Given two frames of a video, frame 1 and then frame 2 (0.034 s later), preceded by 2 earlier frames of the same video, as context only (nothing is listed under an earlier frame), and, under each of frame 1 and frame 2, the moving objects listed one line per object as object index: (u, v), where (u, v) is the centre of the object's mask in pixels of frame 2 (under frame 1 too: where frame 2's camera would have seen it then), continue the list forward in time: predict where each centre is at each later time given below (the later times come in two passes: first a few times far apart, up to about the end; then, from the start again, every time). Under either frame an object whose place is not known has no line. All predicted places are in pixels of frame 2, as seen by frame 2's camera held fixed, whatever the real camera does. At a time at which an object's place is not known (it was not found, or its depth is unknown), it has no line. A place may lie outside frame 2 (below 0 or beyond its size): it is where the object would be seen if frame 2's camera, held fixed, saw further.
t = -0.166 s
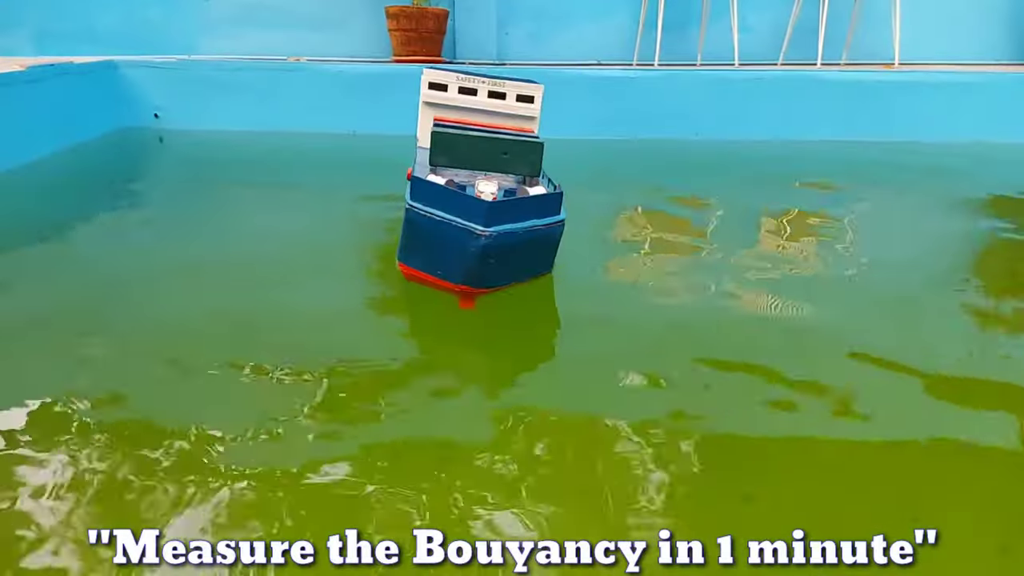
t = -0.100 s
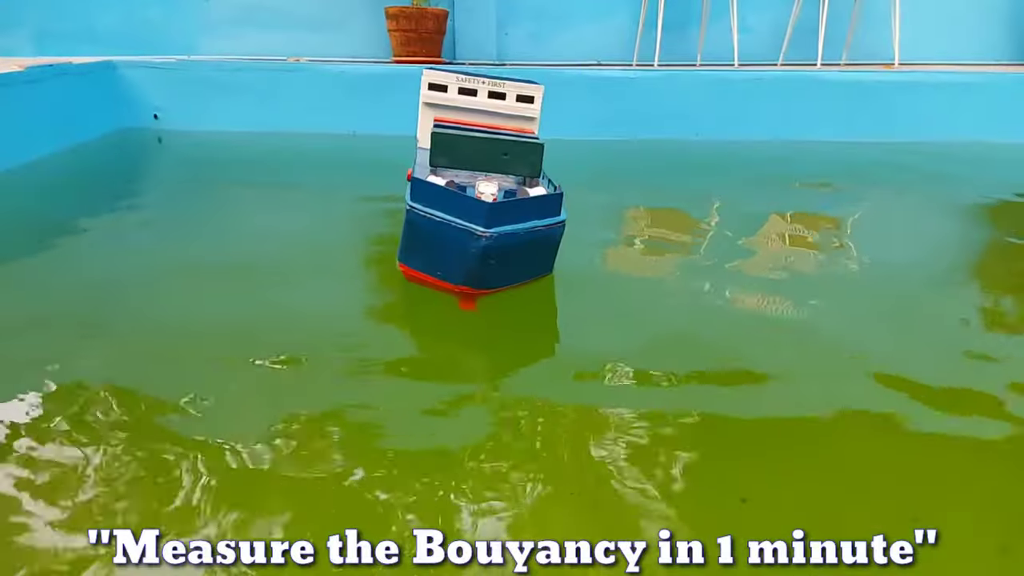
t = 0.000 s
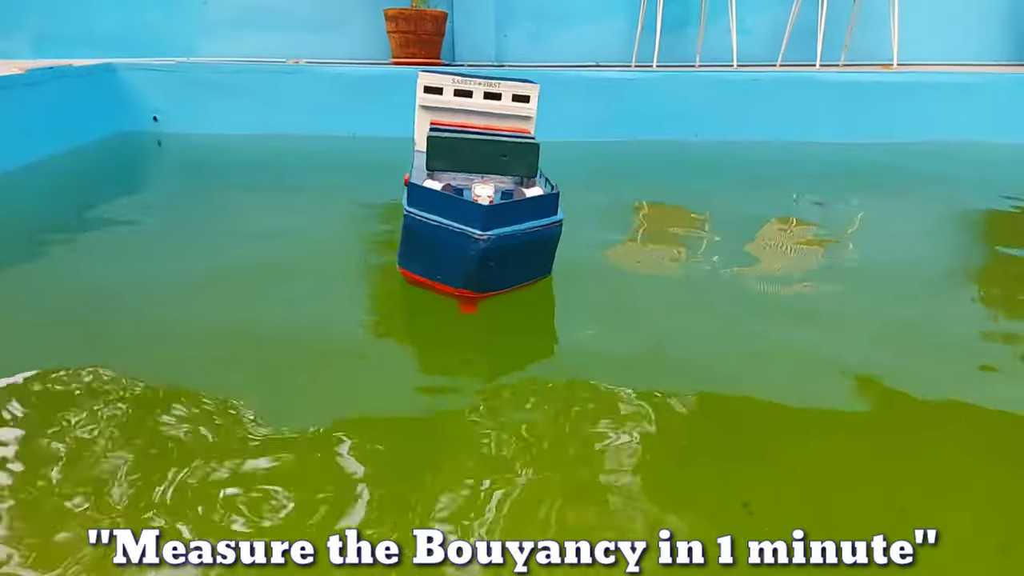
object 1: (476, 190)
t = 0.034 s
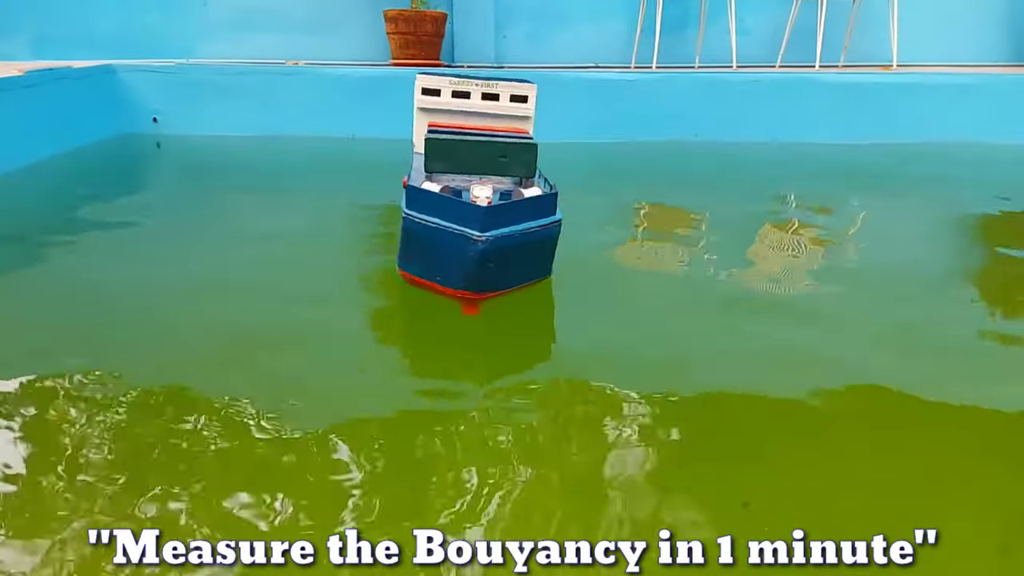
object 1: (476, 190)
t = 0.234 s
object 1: (472, 189)
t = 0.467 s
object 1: (469, 190)
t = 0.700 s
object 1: (475, 190)
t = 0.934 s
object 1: (482, 192)
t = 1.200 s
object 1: (481, 191)
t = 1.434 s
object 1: (472, 191)
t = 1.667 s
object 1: (471, 188)
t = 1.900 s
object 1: (480, 186)
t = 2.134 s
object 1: (488, 186)
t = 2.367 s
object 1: (485, 186)
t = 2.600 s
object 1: (477, 185)
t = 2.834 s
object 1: (477, 185)
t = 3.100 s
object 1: (487, 183)
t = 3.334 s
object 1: (489, 184)
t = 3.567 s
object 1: (484, 182)
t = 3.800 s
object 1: (478, 181)
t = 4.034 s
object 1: (481, 179)
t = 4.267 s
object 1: (490, 179)
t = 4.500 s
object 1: (494, 180)
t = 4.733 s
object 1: (487, 177)
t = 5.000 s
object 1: (479, 176)
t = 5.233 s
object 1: (484, 175)
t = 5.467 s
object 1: (492, 176)
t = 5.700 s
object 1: (491, 175)
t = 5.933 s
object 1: (482, 175)
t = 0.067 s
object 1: (475, 190)
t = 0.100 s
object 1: (474, 189)
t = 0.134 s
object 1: (473, 189)
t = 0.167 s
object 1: (473, 189)
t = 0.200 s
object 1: (473, 189)
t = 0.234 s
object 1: (472, 189)
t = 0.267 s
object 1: (471, 189)
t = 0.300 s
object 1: (470, 189)
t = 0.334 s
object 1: (470, 189)
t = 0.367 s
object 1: (470, 189)
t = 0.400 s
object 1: (471, 189)
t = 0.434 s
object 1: (471, 189)
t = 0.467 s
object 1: (469, 190)
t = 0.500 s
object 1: (469, 191)
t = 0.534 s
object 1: (470, 191)
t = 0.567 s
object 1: (471, 191)
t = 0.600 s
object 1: (471, 191)
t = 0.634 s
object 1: (472, 190)
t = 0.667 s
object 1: (474, 190)
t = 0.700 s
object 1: (475, 190)
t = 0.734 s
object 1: (476, 190)
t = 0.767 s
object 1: (477, 190)
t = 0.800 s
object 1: (479, 190)
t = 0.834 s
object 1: (480, 191)
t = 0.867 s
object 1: (481, 191)
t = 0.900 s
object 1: (482, 191)
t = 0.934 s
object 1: (482, 192)
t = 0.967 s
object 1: (482, 192)
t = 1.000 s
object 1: (483, 192)
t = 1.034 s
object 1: (483, 193)
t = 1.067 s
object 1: (484, 192)
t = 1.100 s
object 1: (483, 192)
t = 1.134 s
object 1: (483, 192)
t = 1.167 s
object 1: (482, 192)
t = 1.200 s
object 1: (481, 191)
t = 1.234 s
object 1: (479, 191)
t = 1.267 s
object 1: (478, 191)
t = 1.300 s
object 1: (477, 190)
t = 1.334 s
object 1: (476, 191)
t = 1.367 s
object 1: (475, 191)
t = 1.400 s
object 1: (473, 191)
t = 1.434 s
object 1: (472, 191)
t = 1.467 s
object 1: (472, 191)
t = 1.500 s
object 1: (471, 191)
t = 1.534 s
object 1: (470, 191)
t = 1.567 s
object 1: (470, 190)
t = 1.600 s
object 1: (470, 190)
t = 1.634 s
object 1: (471, 189)
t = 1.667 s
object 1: (471, 188)
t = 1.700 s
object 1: (472, 188)
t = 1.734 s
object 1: (473, 188)
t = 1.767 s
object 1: (474, 187)
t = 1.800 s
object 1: (476, 187)
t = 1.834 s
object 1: (477, 187)
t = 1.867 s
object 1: (479, 186)
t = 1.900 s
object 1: (480, 186)
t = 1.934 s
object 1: (481, 186)
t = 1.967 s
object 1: (482, 186)
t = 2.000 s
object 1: (484, 187)
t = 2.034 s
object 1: (485, 187)
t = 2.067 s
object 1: (486, 186)
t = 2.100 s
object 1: (487, 186)
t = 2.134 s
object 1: (488, 186)
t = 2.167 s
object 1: (488, 186)
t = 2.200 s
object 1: (488, 186)
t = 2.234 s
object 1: (488, 186)
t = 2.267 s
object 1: (488, 186)
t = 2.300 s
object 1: (486, 186)
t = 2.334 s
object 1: (485, 186)
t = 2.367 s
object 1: (485, 186)
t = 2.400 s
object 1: (483, 185)
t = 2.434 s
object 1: (481, 186)
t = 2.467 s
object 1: (480, 185)
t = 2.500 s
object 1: (479, 185)
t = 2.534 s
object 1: (478, 185)
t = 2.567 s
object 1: (477, 185)
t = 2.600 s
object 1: (477, 185)
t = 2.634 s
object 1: (477, 185)
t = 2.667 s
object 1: (476, 185)
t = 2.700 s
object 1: (476, 185)
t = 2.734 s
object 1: (476, 185)
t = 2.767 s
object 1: (476, 185)
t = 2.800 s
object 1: (476, 185)
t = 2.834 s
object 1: (477, 185)
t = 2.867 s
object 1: (479, 184)
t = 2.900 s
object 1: (479, 184)
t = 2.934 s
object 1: (479, 184)
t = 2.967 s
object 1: (481, 184)
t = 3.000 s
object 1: (482, 184)
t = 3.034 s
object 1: (484, 184)
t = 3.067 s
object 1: (485, 184)
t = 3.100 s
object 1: (487, 183)
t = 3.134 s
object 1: (488, 184)
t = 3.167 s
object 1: (489, 184)
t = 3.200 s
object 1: (489, 184)
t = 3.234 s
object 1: (489, 184)
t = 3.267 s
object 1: (489, 184)
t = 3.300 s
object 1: (489, 185)
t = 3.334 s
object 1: (489, 184)
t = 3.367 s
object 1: (489, 185)
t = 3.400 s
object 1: (488, 184)
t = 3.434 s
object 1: (487, 184)
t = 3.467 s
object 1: (487, 184)
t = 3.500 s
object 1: (486, 183)
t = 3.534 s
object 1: (485, 182)
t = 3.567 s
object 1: (484, 182)
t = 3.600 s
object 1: (483, 182)
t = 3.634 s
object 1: (482, 182)
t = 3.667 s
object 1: (481, 182)
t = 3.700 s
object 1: (480, 182)
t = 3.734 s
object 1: (479, 182)
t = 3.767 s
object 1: (479, 181)
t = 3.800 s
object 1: (478, 181)
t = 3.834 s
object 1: (477, 181)
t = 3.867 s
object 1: (478, 180)
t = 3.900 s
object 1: (478, 180)
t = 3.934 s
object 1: (478, 180)
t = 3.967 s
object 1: (478, 180)
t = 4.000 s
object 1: (480, 179)
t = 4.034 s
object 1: (481, 179)
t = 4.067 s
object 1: (482, 178)
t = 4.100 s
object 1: (483, 178)
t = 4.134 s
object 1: (485, 178)
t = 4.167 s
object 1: (487, 178)
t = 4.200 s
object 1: (487, 178)
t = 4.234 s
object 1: (488, 179)
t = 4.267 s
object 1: (490, 179)
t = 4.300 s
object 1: (491, 179)
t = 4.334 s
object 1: (491, 179)
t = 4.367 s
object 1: (493, 179)
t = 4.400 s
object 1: (493, 180)
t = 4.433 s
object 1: (493, 180)
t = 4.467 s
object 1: (493, 180)
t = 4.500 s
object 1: (494, 180)
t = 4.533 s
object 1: (493, 179)
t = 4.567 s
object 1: (492, 179)
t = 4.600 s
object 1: (492, 179)
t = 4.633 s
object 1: (491, 178)
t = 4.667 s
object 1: (490, 178)
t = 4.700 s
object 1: (488, 177)
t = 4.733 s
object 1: (487, 177)
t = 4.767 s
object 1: (486, 177)
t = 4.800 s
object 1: (485, 177)
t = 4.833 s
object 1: (483, 176)
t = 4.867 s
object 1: (482, 176)
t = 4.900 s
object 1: (482, 176)
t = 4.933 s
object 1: (480, 176)
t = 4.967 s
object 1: (479, 176)
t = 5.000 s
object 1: (479, 176)
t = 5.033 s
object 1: (479, 176)
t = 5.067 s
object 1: (479, 176)
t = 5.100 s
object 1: (479, 176)
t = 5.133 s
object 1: (481, 176)
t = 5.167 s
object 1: (482, 176)
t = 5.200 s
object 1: (483, 175)
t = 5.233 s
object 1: (484, 175)
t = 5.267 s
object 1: (485, 175)
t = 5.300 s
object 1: (487, 175)
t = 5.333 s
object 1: (489, 175)
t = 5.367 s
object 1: (490, 175)
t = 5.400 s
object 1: (492, 176)
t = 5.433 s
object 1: (491, 176)
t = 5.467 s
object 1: (492, 176)
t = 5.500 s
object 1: (492, 176)
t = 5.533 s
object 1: (493, 177)
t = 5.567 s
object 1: (493, 177)
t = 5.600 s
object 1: (492, 176)
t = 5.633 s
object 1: (493, 176)
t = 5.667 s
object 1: (492, 175)
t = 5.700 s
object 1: (491, 175)
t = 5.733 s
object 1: (490, 175)
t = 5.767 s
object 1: (489, 175)
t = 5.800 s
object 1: (488, 174)
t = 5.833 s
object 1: (486, 175)
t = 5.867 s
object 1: (485, 175)
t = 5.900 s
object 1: (484, 175)
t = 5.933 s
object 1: (482, 175)
